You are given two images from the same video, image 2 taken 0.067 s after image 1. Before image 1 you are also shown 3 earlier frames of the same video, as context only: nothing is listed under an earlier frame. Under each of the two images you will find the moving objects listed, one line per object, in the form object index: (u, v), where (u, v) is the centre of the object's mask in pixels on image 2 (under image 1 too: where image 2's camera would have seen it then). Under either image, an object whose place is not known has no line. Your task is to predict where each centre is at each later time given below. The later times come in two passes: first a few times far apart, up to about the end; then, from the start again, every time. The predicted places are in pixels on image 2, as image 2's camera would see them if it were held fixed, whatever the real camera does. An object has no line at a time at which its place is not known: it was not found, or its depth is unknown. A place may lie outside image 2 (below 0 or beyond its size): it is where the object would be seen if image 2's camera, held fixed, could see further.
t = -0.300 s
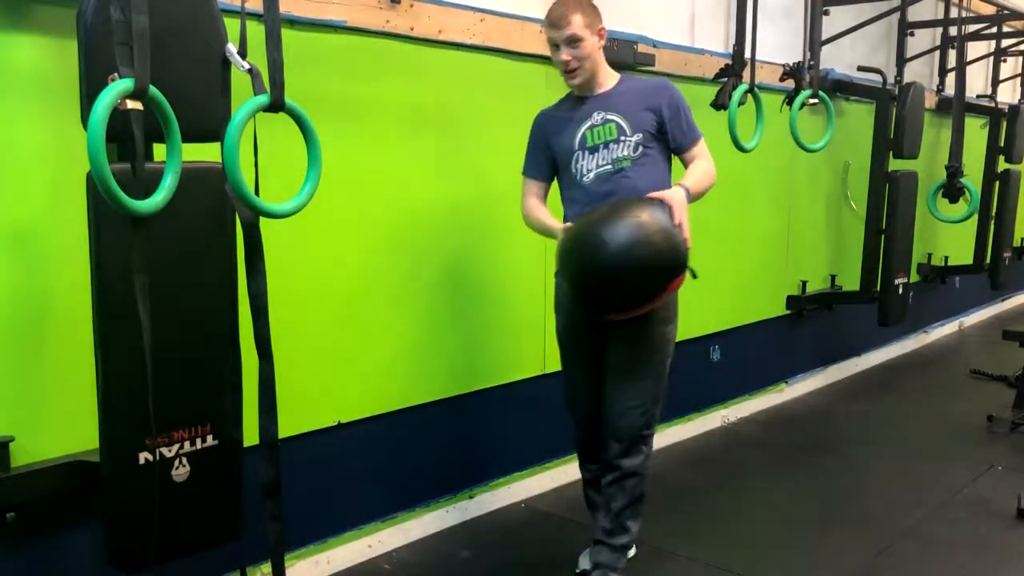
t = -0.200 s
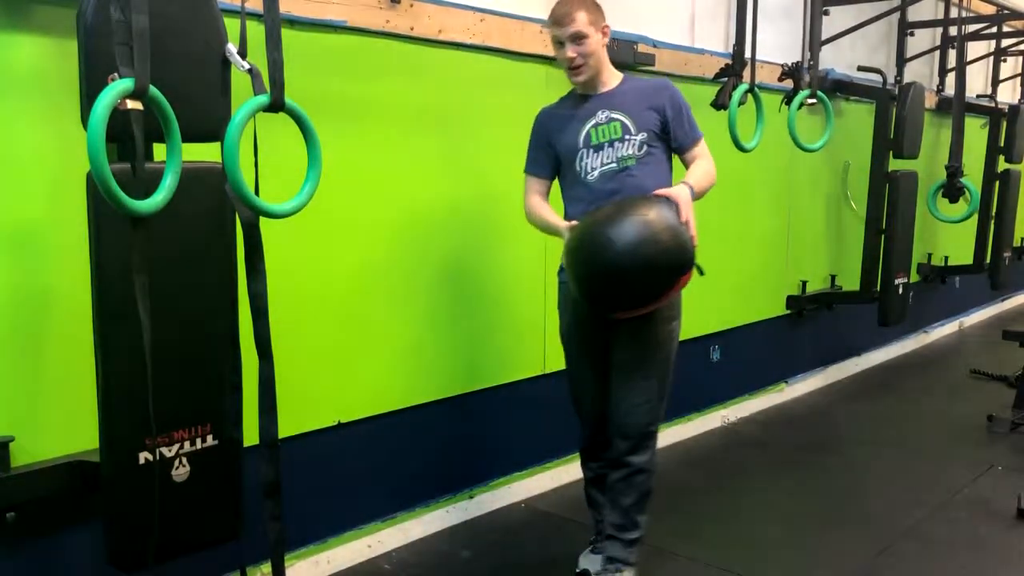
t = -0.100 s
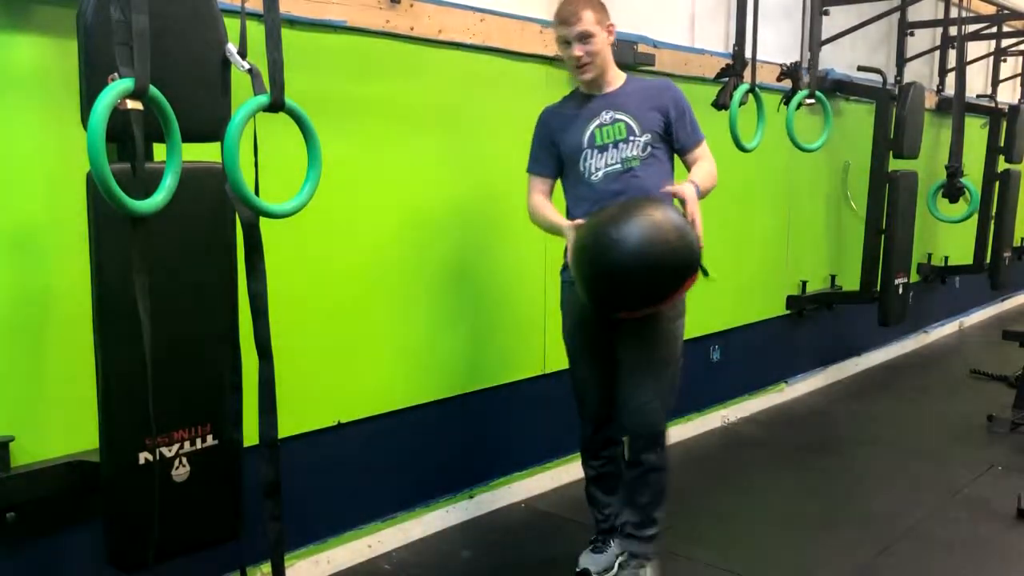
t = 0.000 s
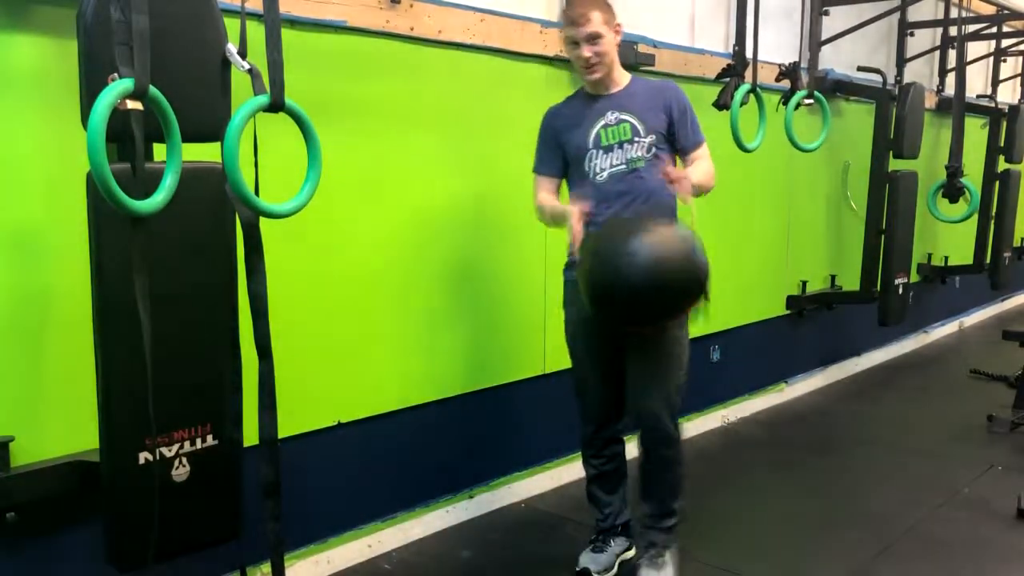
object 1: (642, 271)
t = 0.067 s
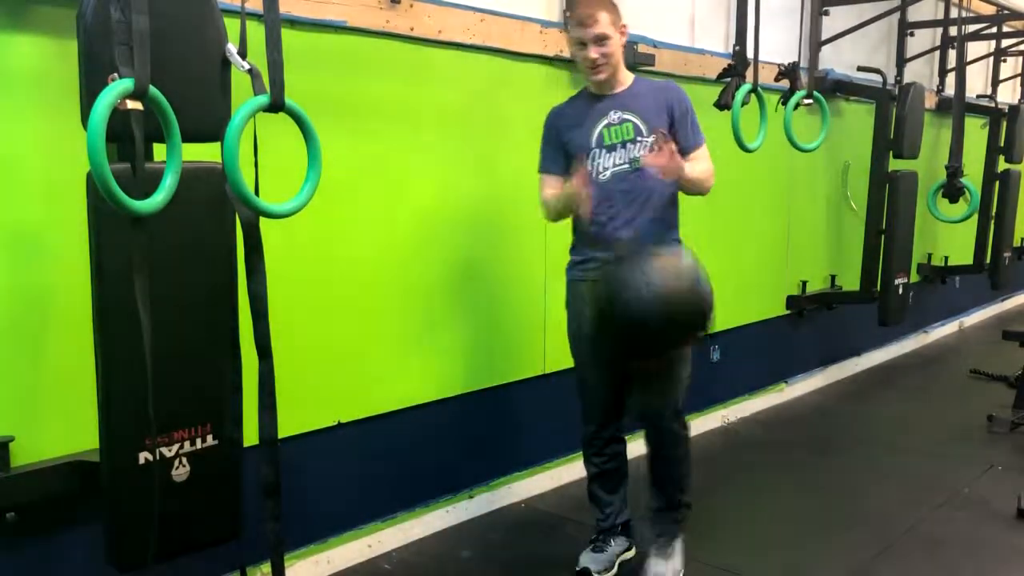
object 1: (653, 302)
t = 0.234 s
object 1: (668, 433)
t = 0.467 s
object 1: (659, 516)
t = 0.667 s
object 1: (636, 522)
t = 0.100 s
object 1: (652, 323)
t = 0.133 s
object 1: (665, 342)
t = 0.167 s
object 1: (655, 366)
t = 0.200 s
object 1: (660, 392)
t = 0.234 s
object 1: (668, 433)
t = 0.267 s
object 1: (672, 470)
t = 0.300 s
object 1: (672, 507)
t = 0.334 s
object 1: (668, 540)
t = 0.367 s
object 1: (668, 542)
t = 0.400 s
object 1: (666, 537)
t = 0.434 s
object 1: (662, 527)
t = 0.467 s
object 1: (659, 516)
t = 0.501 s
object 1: (653, 510)
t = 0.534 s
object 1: (651, 507)
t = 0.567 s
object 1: (647, 504)
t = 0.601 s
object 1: (644, 508)
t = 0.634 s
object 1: (639, 516)
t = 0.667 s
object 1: (636, 522)
